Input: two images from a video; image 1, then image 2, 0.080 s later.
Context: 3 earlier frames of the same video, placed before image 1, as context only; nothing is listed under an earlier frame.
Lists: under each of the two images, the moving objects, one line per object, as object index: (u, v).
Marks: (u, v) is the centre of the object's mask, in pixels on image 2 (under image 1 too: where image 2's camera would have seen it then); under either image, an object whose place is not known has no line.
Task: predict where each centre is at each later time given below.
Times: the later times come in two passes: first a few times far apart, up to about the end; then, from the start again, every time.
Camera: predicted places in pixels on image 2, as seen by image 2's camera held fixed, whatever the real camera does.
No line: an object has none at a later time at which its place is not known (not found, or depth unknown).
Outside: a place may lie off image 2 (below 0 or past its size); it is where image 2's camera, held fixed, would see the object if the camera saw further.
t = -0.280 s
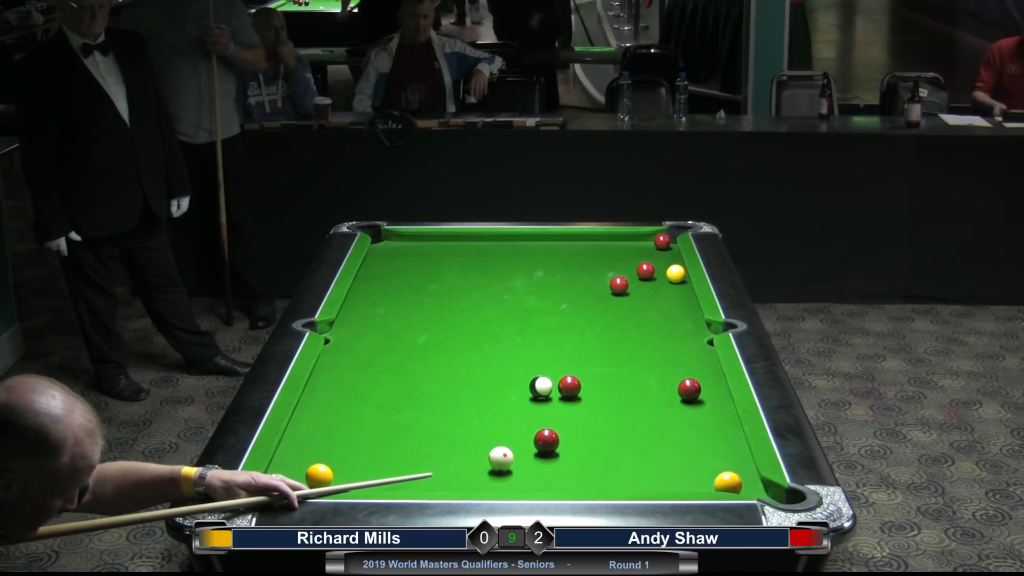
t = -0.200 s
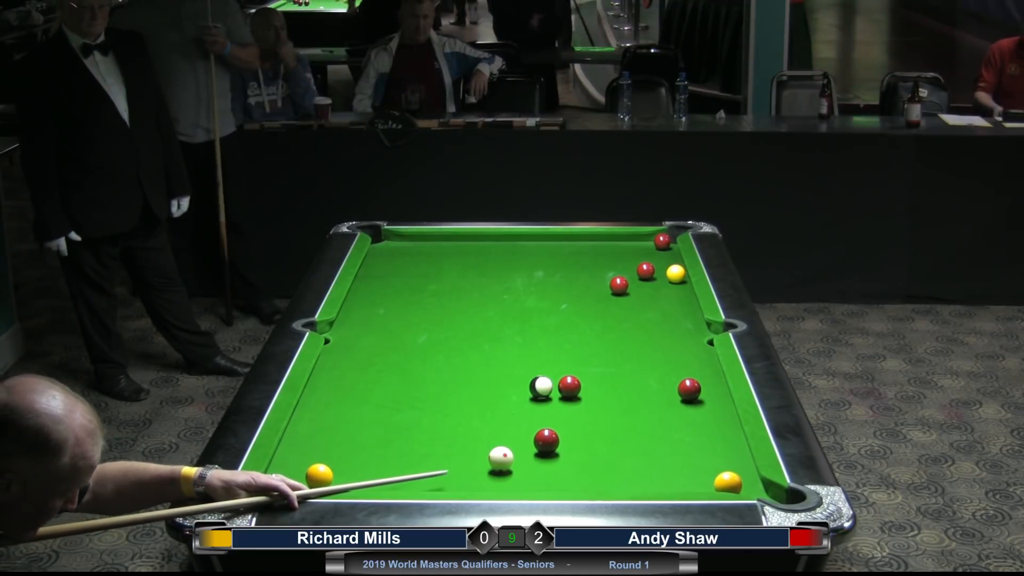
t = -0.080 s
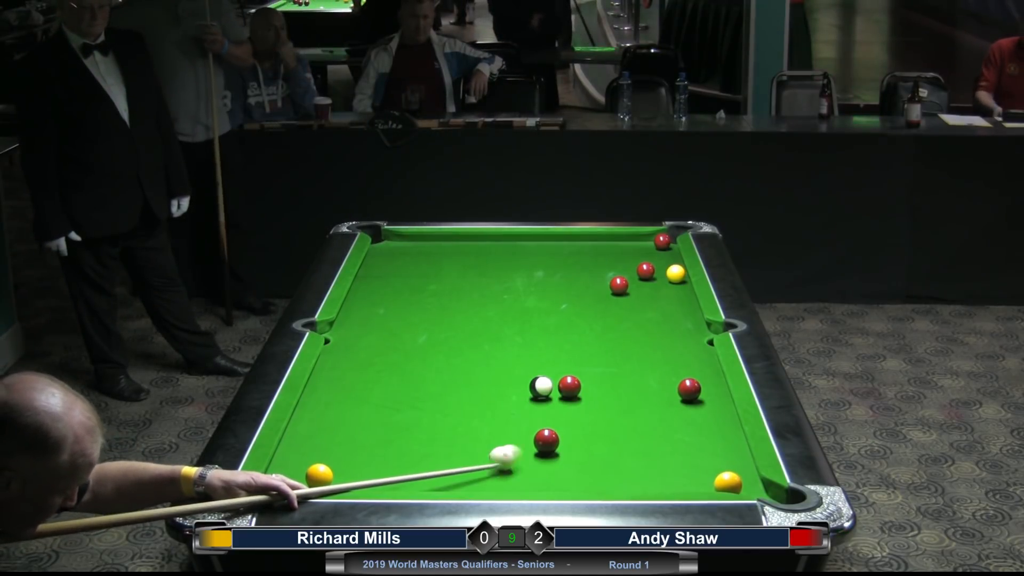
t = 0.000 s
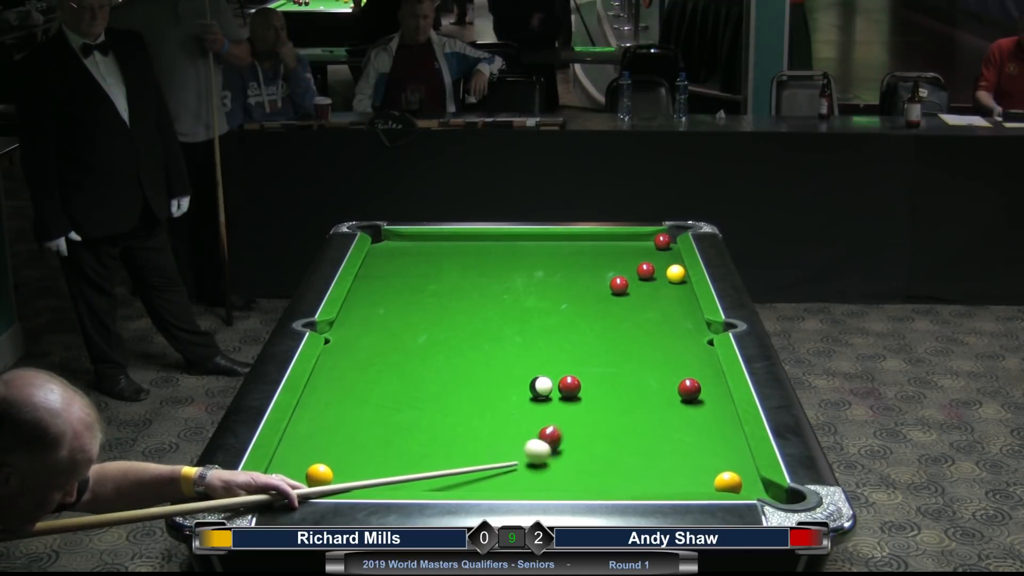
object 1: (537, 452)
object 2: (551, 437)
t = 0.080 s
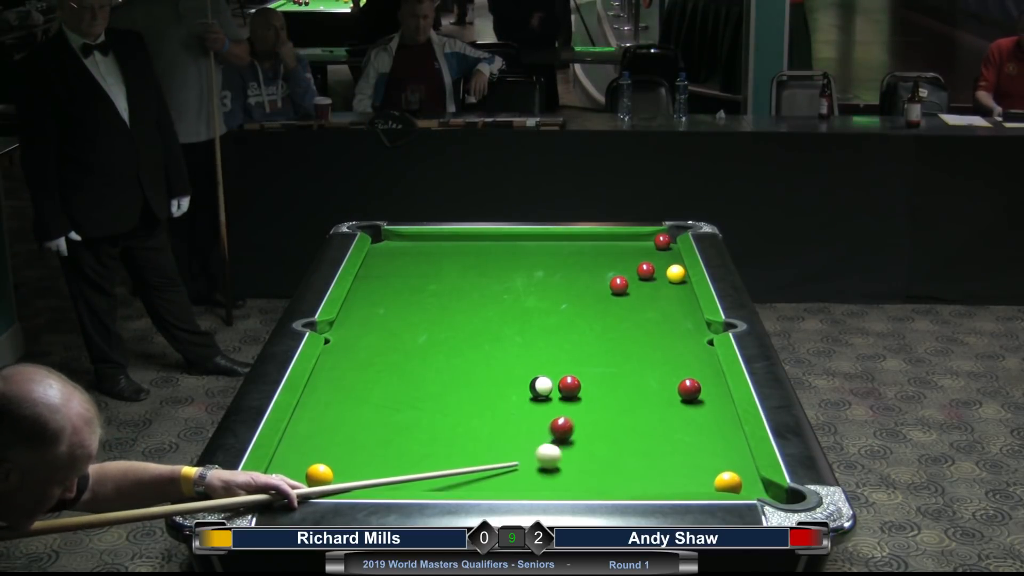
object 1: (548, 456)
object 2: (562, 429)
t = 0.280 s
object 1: (574, 466)
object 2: (587, 409)
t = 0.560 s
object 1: (609, 480)
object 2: (618, 386)
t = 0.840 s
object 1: (640, 486)
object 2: (645, 365)
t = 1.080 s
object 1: (652, 484)
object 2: (665, 349)
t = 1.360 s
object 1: (661, 482)
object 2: (687, 333)
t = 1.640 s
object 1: (668, 480)
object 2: (689, 323)
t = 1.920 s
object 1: (671, 479)
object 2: (660, 321)
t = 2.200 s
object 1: (672, 479)
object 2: (634, 319)
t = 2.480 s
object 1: (671, 479)
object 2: (611, 318)
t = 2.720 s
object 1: (671, 479)
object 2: (594, 317)
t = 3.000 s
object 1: (671, 479)
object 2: (577, 316)
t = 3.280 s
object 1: (671, 479)
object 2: (563, 315)
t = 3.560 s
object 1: (671, 479)
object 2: (552, 315)
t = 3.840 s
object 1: (671, 479)
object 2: (543, 315)
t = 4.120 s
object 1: (671, 479)
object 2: (538, 314)
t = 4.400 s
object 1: (671, 479)
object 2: (536, 314)
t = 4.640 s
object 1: (671, 479)
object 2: (537, 314)
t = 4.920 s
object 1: (671, 479)
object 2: (537, 314)
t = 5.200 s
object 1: (671, 479)
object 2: (537, 314)
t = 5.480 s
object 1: (671, 479)
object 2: (537, 314)
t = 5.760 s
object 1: (671, 479)
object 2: (537, 314)
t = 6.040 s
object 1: (671, 479)
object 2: (537, 314)
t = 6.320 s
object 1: (671, 479)
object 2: (537, 314)
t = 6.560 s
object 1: (671, 479)
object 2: (537, 314)
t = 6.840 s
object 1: (671, 479)
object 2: (537, 314)
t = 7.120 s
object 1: (671, 479)
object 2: (537, 314)
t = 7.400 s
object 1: (671, 479)
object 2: (537, 314)
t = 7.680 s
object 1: (671, 479)
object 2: (537, 314)
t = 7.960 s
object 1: (671, 479)
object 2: (537, 314)
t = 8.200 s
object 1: (671, 479)
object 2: (537, 314)
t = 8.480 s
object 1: (671, 479)
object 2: (537, 314)
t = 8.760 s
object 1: (671, 479)
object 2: (537, 314)
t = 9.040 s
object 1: (671, 479)
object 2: (537, 314)
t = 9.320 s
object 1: (671, 479)
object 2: (537, 314)
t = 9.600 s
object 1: (671, 479)
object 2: (537, 314)
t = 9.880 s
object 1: (671, 479)
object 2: (537, 314)
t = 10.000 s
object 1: (671, 479)
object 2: (537, 314)
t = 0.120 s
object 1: (553, 458)
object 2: (567, 425)
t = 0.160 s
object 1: (559, 460)
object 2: (572, 421)
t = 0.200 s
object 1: (564, 462)
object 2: (577, 417)
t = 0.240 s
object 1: (569, 464)
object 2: (582, 413)
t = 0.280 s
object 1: (574, 466)
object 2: (587, 409)
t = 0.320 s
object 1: (579, 469)
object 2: (591, 406)
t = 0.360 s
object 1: (584, 470)
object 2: (596, 402)
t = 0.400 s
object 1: (589, 472)
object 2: (600, 399)
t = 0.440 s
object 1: (594, 474)
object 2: (605, 395)
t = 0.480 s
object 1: (599, 477)
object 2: (609, 392)
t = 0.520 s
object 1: (603, 478)
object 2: (613, 389)
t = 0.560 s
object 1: (609, 480)
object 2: (618, 386)
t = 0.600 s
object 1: (613, 481)
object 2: (622, 382)
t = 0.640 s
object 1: (618, 482)
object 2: (626, 380)
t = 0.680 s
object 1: (622, 483)
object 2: (630, 377)
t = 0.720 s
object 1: (627, 484)
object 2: (633, 374)
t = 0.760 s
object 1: (632, 485)
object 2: (637, 371)
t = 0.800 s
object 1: (636, 486)
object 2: (641, 368)
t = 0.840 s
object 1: (640, 486)
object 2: (645, 365)
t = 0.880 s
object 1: (642, 486)
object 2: (648, 362)
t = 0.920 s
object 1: (644, 485)
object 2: (652, 359)
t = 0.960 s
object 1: (646, 485)
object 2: (655, 357)
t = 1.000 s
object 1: (648, 485)
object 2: (659, 354)
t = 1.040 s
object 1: (650, 484)
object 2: (662, 352)
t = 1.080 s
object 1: (652, 484)
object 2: (665, 349)
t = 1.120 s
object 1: (653, 483)
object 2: (668, 347)
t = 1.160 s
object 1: (655, 483)
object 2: (672, 344)
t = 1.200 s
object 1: (656, 483)
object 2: (675, 342)
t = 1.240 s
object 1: (657, 482)
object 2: (678, 340)
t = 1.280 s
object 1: (659, 482)
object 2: (681, 338)
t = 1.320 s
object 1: (660, 482)
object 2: (684, 336)
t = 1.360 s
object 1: (661, 482)
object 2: (687, 333)
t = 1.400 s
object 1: (662, 481)
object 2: (690, 331)
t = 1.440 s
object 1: (663, 481)
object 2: (692, 329)
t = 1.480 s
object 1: (664, 481)
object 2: (695, 327)
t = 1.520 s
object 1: (665, 480)
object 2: (698, 325)
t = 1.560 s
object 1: (666, 480)
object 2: (698, 324)
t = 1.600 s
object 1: (667, 480)
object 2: (694, 323)
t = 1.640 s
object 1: (668, 480)
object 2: (689, 323)
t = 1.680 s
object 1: (668, 480)
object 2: (685, 322)
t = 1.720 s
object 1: (669, 480)
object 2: (680, 322)
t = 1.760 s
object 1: (669, 479)
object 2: (676, 322)
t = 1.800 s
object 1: (670, 479)
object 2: (672, 322)
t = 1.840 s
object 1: (670, 479)
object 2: (668, 321)
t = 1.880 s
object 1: (670, 479)
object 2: (664, 321)
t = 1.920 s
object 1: (671, 479)
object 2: (660, 321)
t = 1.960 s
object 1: (671, 479)
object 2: (656, 320)
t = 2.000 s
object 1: (671, 479)
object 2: (652, 320)
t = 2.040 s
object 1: (672, 479)
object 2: (648, 320)
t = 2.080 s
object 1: (672, 479)
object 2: (644, 320)
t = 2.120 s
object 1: (672, 479)
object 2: (641, 320)
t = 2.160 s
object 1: (672, 479)
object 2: (637, 319)
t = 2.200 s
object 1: (672, 479)
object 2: (634, 319)
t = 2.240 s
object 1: (672, 479)
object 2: (630, 319)
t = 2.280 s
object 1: (671, 479)
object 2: (627, 319)
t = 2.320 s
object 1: (671, 479)
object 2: (624, 319)
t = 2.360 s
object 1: (671, 479)
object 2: (620, 318)
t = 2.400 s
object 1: (671, 479)
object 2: (617, 318)
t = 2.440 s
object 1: (671, 479)
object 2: (614, 318)
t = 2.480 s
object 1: (671, 479)
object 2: (611, 318)
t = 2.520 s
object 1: (671, 479)
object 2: (608, 318)
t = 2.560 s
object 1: (671, 479)
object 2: (605, 317)
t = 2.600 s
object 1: (671, 479)
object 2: (602, 317)
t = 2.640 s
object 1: (671, 479)
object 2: (599, 317)
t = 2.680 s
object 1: (671, 479)
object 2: (596, 317)
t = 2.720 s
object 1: (671, 479)
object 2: (594, 317)
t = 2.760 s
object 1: (671, 479)
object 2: (591, 317)
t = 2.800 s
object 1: (671, 479)
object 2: (589, 317)
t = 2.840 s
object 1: (671, 479)
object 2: (586, 317)
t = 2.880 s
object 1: (671, 479)
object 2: (584, 316)
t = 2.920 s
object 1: (671, 479)
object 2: (581, 316)
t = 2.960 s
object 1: (671, 479)
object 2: (579, 316)
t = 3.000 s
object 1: (671, 479)
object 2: (577, 316)
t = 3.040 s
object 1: (671, 479)
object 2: (575, 316)
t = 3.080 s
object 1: (671, 479)
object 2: (573, 316)
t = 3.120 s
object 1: (671, 479)
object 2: (570, 316)
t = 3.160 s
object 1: (671, 479)
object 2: (568, 316)
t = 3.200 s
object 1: (671, 479)
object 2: (566, 316)
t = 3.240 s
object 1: (671, 479)
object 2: (565, 315)
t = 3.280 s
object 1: (671, 479)
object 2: (563, 315)
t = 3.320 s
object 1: (671, 479)
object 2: (561, 315)
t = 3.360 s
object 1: (671, 479)
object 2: (559, 315)
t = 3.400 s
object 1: (671, 479)
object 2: (558, 315)
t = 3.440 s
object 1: (671, 479)
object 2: (556, 315)
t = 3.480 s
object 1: (671, 479)
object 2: (554, 315)
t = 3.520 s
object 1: (671, 479)
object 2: (553, 315)
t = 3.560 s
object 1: (671, 479)
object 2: (552, 315)
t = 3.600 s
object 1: (671, 479)
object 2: (550, 315)
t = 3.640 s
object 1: (671, 479)
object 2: (549, 315)
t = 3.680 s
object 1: (671, 479)
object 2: (548, 315)
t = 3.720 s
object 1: (671, 479)
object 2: (546, 315)
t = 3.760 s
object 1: (671, 479)
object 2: (545, 315)
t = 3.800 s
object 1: (671, 479)
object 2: (544, 315)
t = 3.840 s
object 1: (671, 479)
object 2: (543, 315)
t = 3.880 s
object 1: (671, 479)
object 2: (542, 315)
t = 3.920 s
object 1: (671, 479)
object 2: (541, 315)
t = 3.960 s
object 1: (671, 479)
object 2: (541, 315)
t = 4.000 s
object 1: (671, 479)
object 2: (540, 315)
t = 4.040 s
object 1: (671, 479)
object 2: (539, 315)
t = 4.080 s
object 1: (671, 479)
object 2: (539, 315)
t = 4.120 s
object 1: (671, 479)
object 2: (538, 314)
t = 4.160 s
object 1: (671, 479)
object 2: (538, 315)
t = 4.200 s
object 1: (671, 479)
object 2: (538, 315)
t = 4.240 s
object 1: (671, 479)
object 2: (537, 315)
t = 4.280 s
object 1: (671, 479)
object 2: (537, 315)
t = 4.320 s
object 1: (671, 479)
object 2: (537, 314)
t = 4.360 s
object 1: (671, 479)
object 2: (536, 314)
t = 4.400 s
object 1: (671, 479)
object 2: (536, 314)
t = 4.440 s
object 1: (671, 479)
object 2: (536, 314)
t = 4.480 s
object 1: (671, 479)
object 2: (536, 314)
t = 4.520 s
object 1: (671, 479)
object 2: (537, 314)
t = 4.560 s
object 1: (671, 479)
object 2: (537, 314)
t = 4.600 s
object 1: (671, 479)
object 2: (537, 314)
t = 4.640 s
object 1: (671, 479)
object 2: (537, 314)
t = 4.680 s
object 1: (671, 479)
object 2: (537, 314)
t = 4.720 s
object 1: (671, 479)
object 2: (537, 314)
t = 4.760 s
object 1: (671, 479)
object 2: (537, 314)
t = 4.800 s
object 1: (671, 479)
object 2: (537, 314)
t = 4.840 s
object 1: (671, 479)
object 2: (537, 314)
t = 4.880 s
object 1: (671, 479)
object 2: (537, 314)
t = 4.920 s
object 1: (671, 479)
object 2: (537, 314)
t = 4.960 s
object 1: (671, 479)
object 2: (537, 314)
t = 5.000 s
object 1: (671, 479)
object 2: (537, 314)
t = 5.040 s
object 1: (671, 479)
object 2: (537, 314)
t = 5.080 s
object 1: (671, 479)
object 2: (537, 314)
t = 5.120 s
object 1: (671, 479)
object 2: (537, 314)
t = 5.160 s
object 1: (671, 479)
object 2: (537, 314)
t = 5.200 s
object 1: (671, 479)
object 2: (537, 314)
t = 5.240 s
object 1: (671, 479)
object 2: (537, 314)
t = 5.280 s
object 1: (671, 479)
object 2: (537, 314)
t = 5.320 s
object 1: (671, 479)
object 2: (537, 314)
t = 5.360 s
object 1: (671, 479)
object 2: (537, 314)
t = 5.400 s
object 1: (671, 479)
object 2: (537, 314)
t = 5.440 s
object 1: (671, 479)
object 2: (537, 314)
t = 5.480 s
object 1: (671, 479)
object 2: (537, 314)
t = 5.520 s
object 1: (671, 479)
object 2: (537, 314)
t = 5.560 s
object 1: (671, 479)
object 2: (537, 314)
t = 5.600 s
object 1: (671, 479)
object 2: (537, 314)
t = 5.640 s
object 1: (671, 479)
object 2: (537, 314)
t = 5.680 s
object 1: (671, 479)
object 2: (537, 314)
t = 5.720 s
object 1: (671, 479)
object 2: (537, 314)
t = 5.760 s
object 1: (671, 479)
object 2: (537, 314)
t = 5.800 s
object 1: (671, 479)
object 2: (537, 314)
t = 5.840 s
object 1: (671, 479)
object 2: (537, 314)
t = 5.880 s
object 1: (671, 479)
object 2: (537, 314)
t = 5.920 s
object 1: (671, 479)
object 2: (537, 314)
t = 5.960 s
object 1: (671, 479)
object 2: (537, 314)
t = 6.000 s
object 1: (671, 479)
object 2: (537, 314)
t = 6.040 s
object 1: (671, 479)
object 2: (537, 314)
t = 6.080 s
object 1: (671, 479)
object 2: (537, 314)
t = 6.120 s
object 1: (671, 479)
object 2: (537, 314)
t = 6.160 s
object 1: (671, 479)
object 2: (537, 314)
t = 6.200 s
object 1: (671, 479)
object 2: (537, 314)
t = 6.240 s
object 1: (671, 479)
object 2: (537, 314)
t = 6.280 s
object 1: (671, 479)
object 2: (537, 314)
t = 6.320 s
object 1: (671, 479)
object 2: (537, 314)
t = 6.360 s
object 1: (671, 479)
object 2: (537, 314)
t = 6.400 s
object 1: (671, 479)
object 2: (537, 314)
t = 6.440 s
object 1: (671, 479)
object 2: (537, 314)
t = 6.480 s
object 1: (671, 479)
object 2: (537, 314)
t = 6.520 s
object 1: (671, 479)
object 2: (537, 314)
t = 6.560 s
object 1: (671, 479)
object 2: (537, 314)
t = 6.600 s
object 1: (671, 479)
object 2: (537, 314)
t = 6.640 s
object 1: (671, 479)
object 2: (537, 314)
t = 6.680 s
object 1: (671, 479)
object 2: (537, 314)
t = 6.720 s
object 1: (671, 479)
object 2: (537, 314)
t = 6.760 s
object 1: (671, 479)
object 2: (537, 314)
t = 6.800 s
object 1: (671, 479)
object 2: (537, 314)
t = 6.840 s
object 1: (671, 479)
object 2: (537, 314)
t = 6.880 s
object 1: (671, 479)
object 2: (537, 314)
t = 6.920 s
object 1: (671, 479)
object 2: (537, 314)
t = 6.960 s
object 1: (671, 479)
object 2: (537, 314)
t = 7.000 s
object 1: (671, 479)
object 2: (537, 314)
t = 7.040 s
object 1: (671, 479)
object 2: (537, 314)
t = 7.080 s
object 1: (671, 479)
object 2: (537, 314)
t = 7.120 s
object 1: (671, 479)
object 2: (537, 314)
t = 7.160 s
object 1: (671, 479)
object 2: (537, 314)
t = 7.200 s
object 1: (671, 479)
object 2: (537, 314)
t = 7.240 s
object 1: (671, 479)
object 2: (537, 314)
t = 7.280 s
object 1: (671, 479)
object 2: (537, 314)
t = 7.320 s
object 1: (671, 479)
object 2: (537, 314)
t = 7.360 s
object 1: (671, 479)
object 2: (537, 314)
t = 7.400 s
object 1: (671, 479)
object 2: (537, 314)
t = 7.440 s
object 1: (671, 479)
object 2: (537, 314)
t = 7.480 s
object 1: (671, 479)
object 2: (537, 314)
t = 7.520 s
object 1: (671, 479)
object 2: (537, 314)
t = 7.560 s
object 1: (671, 479)
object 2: (537, 314)
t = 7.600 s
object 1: (671, 479)
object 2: (537, 314)
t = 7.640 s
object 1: (671, 479)
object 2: (537, 314)
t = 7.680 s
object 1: (671, 479)
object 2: (537, 314)
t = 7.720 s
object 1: (671, 479)
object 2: (537, 314)
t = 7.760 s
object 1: (671, 479)
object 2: (537, 314)
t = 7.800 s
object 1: (671, 479)
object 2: (537, 314)
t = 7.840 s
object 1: (671, 479)
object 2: (537, 314)
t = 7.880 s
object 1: (671, 479)
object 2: (537, 314)
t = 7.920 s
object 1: (671, 479)
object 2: (537, 314)
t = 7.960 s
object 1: (671, 479)
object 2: (537, 314)
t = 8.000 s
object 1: (671, 479)
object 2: (537, 314)
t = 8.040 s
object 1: (671, 479)
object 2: (537, 314)
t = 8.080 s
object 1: (671, 479)
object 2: (537, 314)
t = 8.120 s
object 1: (671, 479)
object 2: (537, 314)
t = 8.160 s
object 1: (671, 479)
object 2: (537, 314)
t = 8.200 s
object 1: (671, 479)
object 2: (537, 314)
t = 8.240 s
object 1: (671, 479)
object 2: (537, 314)
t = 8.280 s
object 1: (671, 479)
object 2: (537, 314)
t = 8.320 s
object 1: (671, 479)
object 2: (537, 314)
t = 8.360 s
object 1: (671, 479)
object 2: (537, 314)
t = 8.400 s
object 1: (671, 479)
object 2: (537, 314)
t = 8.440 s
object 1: (671, 479)
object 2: (537, 314)
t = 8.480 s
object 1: (671, 479)
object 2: (537, 314)
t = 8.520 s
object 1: (671, 479)
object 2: (537, 314)
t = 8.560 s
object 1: (671, 479)
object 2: (537, 314)
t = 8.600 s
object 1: (671, 479)
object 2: (537, 314)
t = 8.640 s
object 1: (671, 479)
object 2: (537, 314)
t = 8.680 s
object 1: (671, 479)
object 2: (537, 314)
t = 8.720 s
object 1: (671, 479)
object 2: (537, 314)
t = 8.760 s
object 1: (671, 479)
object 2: (537, 314)
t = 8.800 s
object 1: (671, 479)
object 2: (537, 314)
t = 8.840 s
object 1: (671, 479)
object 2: (537, 314)
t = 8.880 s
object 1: (671, 479)
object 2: (537, 314)
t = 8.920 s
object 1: (671, 479)
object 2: (537, 314)
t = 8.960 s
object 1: (671, 479)
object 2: (537, 314)
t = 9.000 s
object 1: (671, 479)
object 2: (537, 314)
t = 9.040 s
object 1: (671, 479)
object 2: (537, 314)
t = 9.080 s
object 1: (671, 479)
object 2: (537, 314)
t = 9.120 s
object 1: (671, 479)
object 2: (537, 314)
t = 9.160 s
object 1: (671, 479)
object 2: (537, 314)
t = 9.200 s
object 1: (671, 479)
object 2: (537, 314)
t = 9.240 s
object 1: (671, 479)
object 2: (537, 314)
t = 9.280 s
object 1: (671, 479)
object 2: (537, 314)
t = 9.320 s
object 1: (671, 479)
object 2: (537, 314)
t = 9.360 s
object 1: (671, 479)
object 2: (537, 314)
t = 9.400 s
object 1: (671, 479)
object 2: (537, 314)
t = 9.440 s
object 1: (671, 479)
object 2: (537, 314)
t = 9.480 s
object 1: (671, 479)
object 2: (537, 314)
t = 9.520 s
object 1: (671, 479)
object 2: (537, 314)
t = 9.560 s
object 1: (671, 479)
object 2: (537, 314)
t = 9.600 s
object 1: (671, 479)
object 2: (537, 314)
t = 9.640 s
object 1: (671, 479)
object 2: (537, 314)
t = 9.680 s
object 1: (671, 479)
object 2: (537, 314)
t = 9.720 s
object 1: (671, 479)
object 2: (537, 314)
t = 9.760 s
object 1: (671, 479)
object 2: (537, 314)
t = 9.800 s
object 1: (671, 479)
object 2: (537, 314)
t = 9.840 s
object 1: (671, 479)
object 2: (537, 314)
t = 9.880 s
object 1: (671, 479)
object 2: (537, 314)
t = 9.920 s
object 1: (671, 479)
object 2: (537, 314)
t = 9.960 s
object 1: (671, 479)
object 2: (537, 314)
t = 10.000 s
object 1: (671, 479)
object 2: (537, 314)
